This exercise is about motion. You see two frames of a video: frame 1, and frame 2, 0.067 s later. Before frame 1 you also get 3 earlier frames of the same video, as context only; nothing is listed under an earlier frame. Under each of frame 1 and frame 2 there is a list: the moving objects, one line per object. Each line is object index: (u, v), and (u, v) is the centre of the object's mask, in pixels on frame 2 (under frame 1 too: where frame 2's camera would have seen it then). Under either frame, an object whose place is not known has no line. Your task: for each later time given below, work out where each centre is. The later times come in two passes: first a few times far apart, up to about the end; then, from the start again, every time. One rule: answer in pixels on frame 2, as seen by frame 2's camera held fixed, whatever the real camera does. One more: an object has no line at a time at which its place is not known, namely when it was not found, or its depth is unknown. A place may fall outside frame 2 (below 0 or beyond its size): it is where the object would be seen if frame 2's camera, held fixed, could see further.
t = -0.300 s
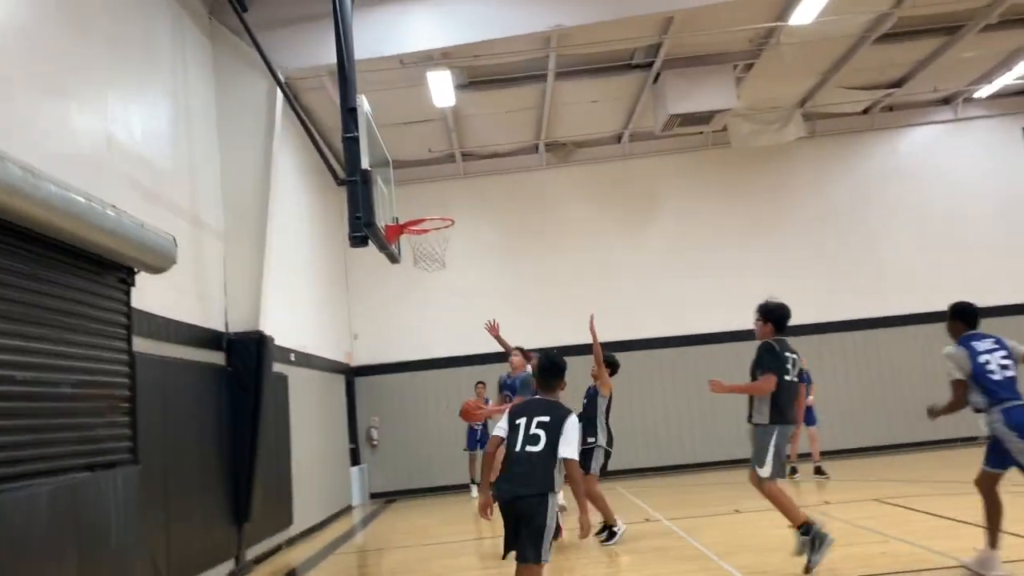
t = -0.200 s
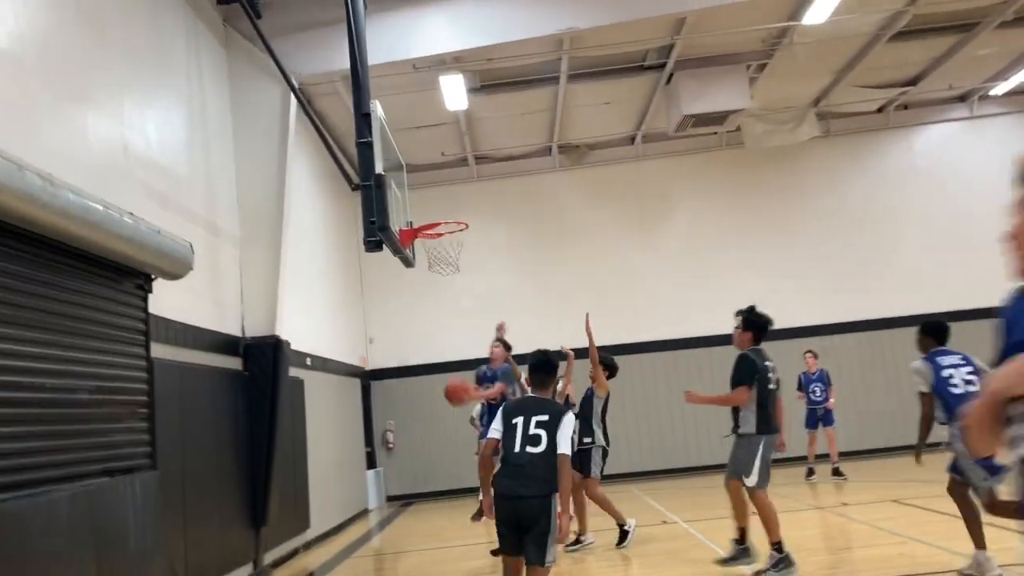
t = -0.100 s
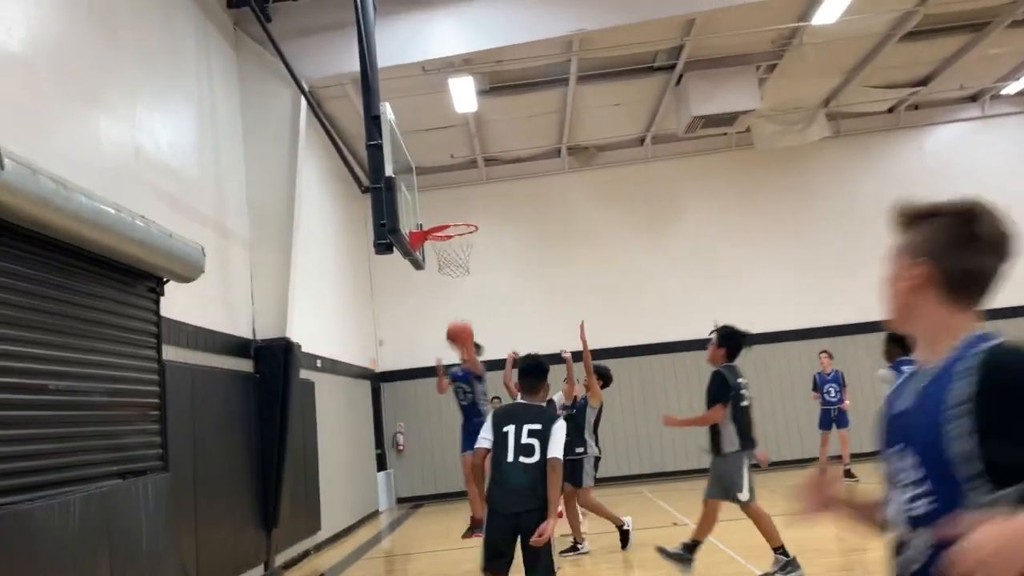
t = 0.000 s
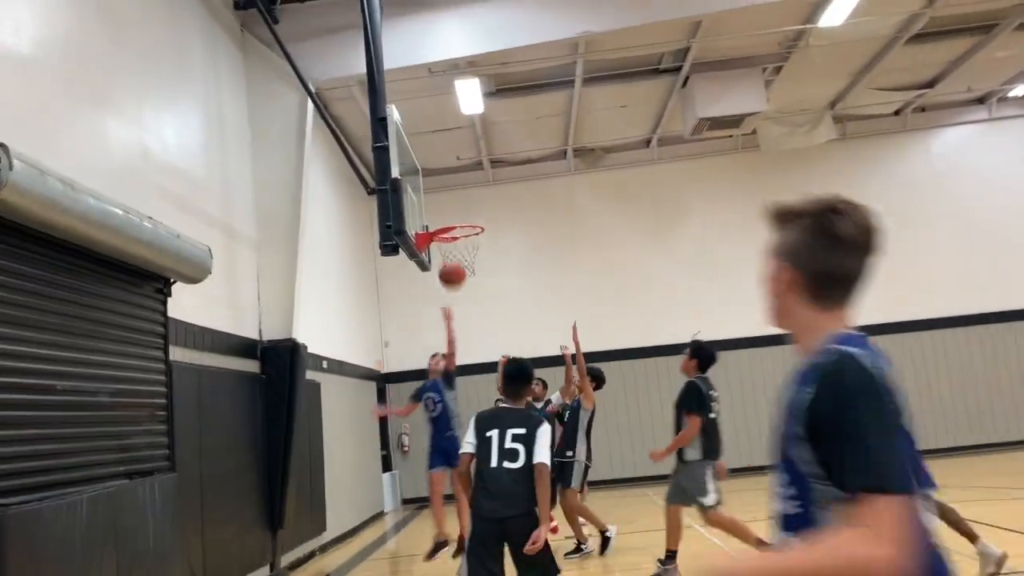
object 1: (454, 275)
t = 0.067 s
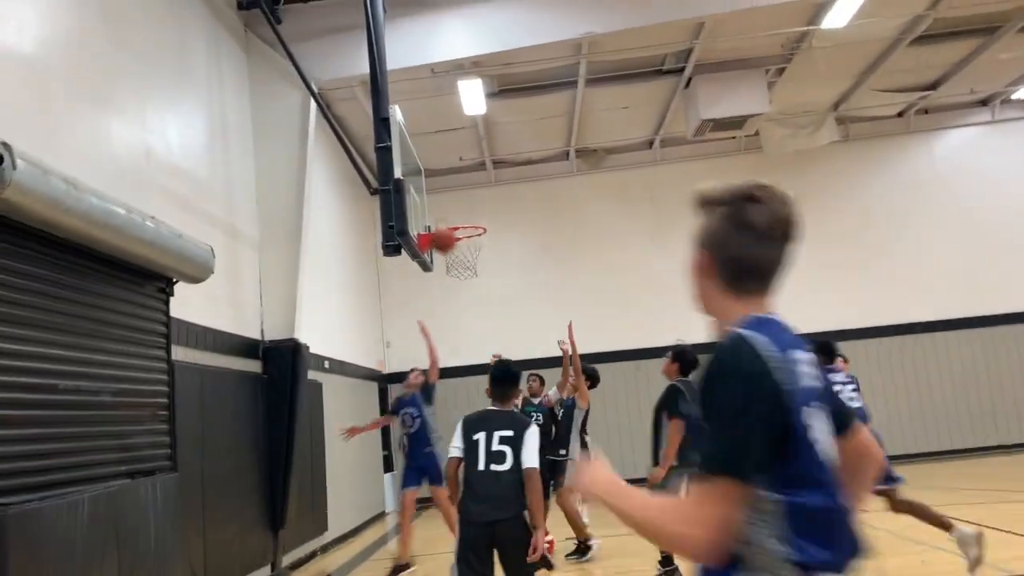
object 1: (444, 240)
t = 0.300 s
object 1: (431, 178)
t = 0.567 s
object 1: (463, 212)
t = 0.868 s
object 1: (463, 309)
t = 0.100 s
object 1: (437, 223)
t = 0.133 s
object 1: (432, 208)
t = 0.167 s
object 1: (427, 195)
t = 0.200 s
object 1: (422, 184)
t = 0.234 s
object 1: (424, 180)
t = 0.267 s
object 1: (428, 178)
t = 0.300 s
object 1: (431, 178)
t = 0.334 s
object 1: (435, 178)
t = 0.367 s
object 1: (439, 179)
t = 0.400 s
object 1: (443, 182)
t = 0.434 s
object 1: (447, 185)
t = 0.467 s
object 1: (451, 191)
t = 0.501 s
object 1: (455, 197)
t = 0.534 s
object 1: (459, 204)
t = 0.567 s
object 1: (463, 212)
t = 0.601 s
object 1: (468, 220)
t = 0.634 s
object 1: (472, 231)
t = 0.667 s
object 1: (471, 240)
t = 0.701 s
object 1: (471, 250)
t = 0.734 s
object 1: (469, 262)
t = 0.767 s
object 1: (467, 272)
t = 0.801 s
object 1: (466, 283)
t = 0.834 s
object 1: (464, 295)
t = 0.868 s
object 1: (463, 309)
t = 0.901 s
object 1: (462, 323)
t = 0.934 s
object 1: (459, 338)
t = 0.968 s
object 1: (463, 354)
